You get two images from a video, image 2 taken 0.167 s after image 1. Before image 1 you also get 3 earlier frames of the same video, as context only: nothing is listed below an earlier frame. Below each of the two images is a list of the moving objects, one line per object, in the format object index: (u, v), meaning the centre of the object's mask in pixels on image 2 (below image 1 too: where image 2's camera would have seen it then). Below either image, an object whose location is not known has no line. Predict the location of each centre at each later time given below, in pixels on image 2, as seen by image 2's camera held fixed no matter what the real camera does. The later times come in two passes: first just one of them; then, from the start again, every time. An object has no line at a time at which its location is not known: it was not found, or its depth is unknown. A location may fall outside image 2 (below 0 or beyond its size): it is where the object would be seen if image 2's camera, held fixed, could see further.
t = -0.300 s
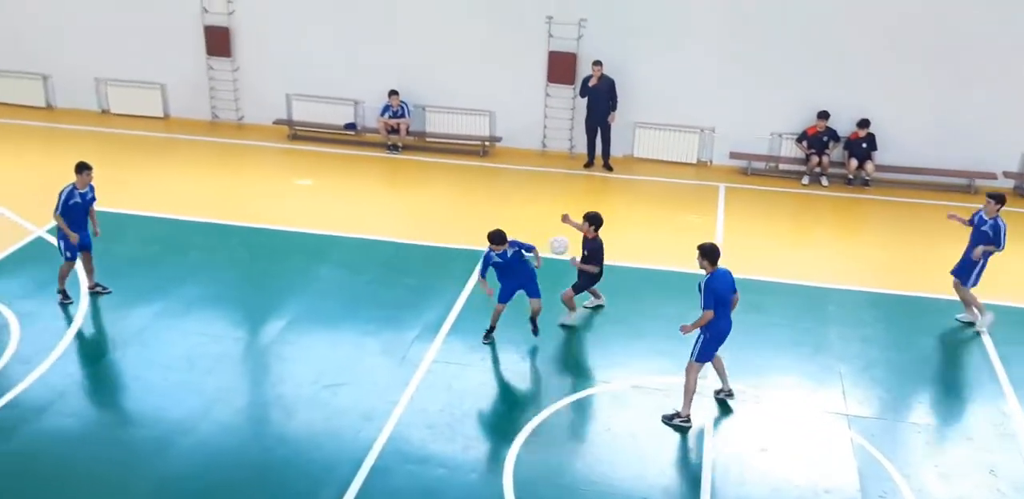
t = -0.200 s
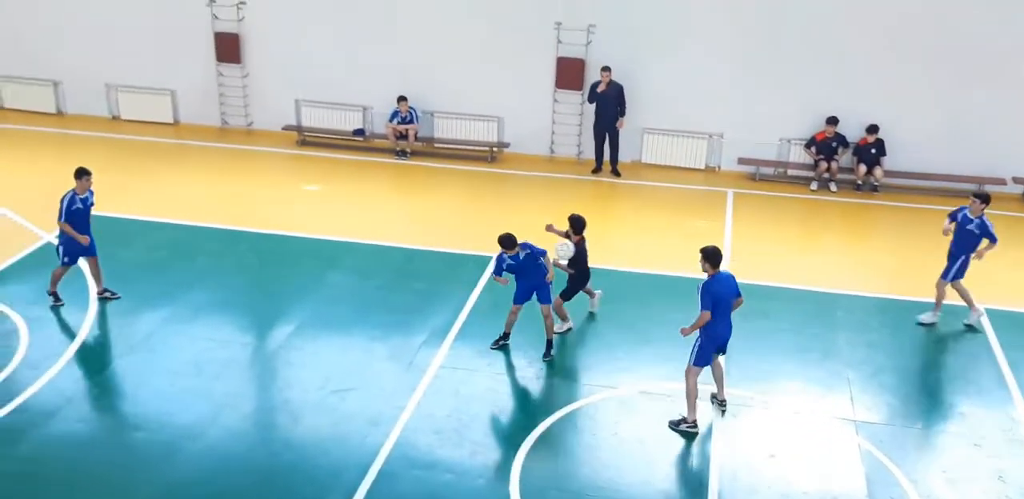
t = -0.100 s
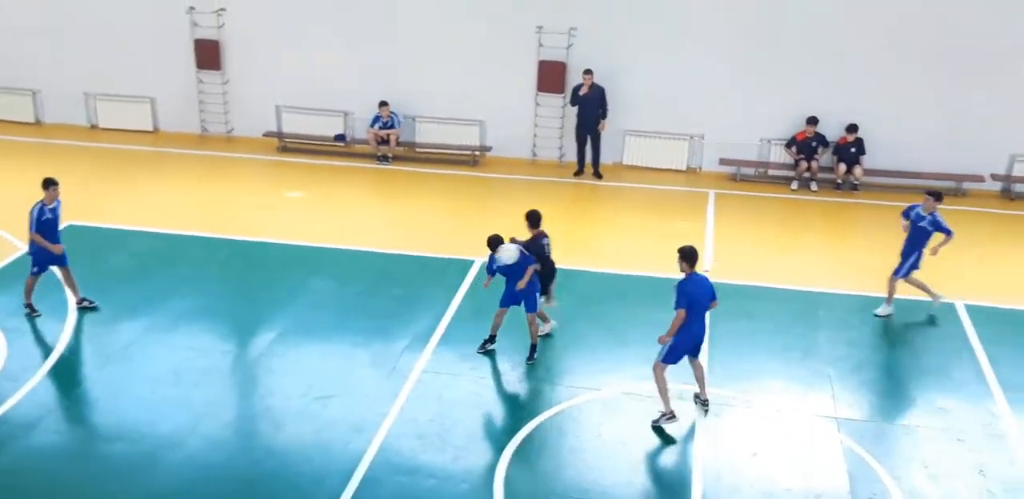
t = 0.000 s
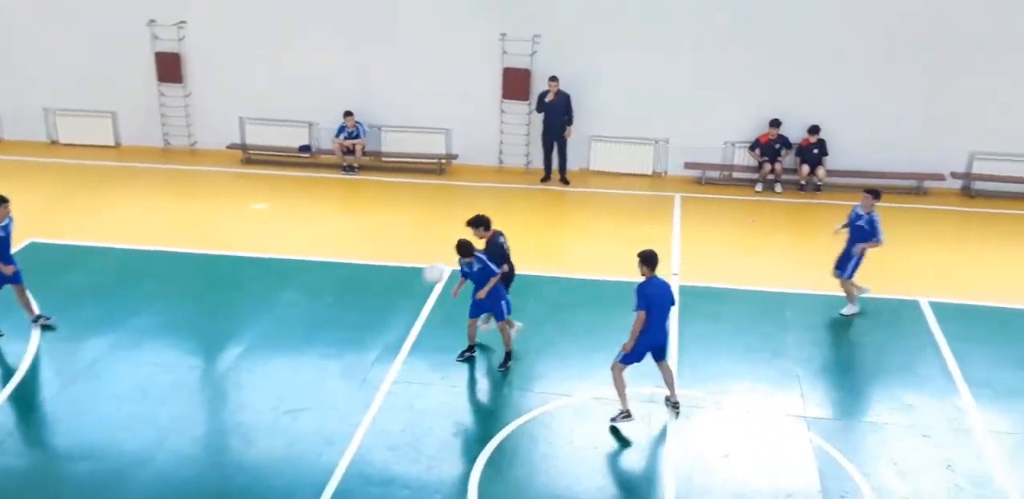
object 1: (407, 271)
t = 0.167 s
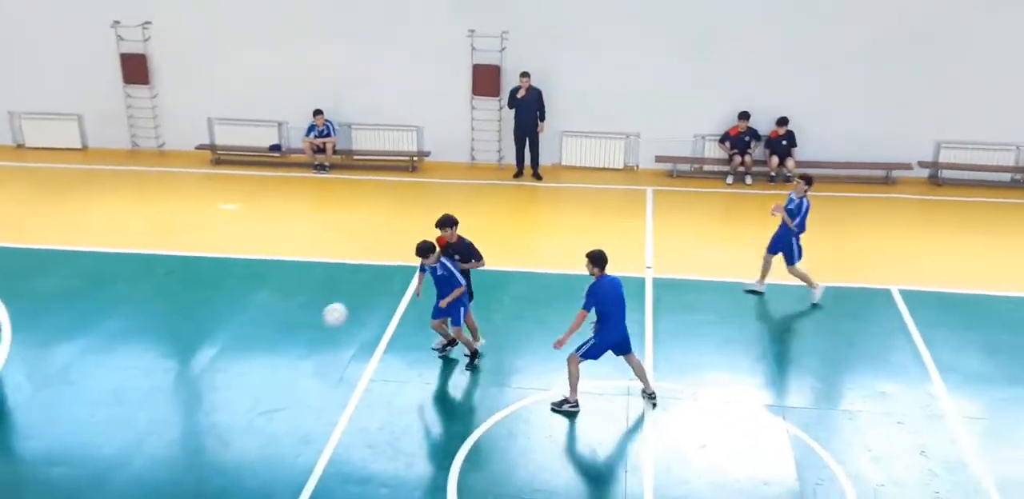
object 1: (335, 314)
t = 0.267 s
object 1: (288, 355)
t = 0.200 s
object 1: (319, 327)
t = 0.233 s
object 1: (304, 340)
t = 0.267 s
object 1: (288, 355)
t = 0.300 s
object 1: (271, 375)
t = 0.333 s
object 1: (255, 393)
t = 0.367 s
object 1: (240, 411)
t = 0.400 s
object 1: (223, 430)
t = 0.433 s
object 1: (207, 452)
